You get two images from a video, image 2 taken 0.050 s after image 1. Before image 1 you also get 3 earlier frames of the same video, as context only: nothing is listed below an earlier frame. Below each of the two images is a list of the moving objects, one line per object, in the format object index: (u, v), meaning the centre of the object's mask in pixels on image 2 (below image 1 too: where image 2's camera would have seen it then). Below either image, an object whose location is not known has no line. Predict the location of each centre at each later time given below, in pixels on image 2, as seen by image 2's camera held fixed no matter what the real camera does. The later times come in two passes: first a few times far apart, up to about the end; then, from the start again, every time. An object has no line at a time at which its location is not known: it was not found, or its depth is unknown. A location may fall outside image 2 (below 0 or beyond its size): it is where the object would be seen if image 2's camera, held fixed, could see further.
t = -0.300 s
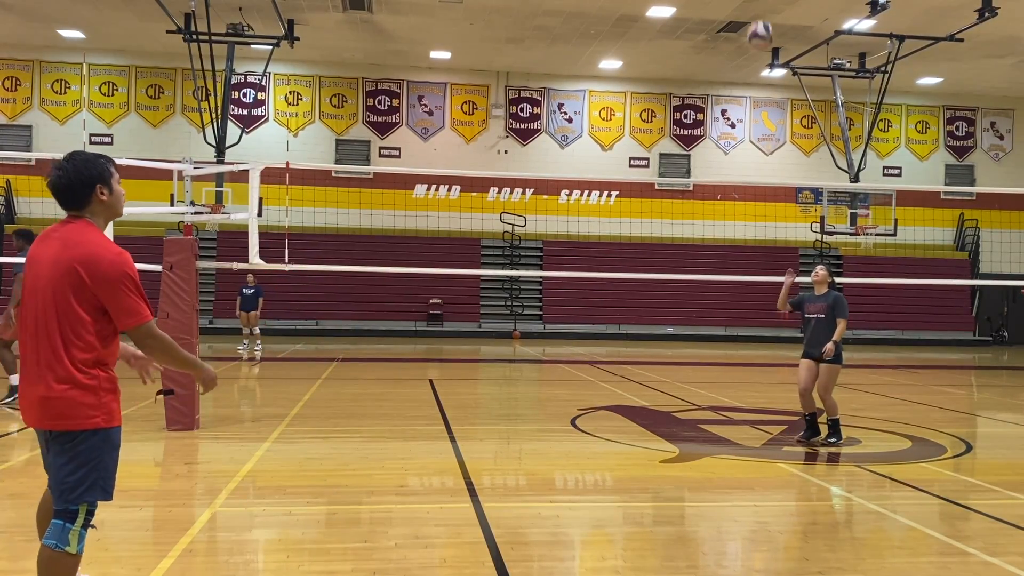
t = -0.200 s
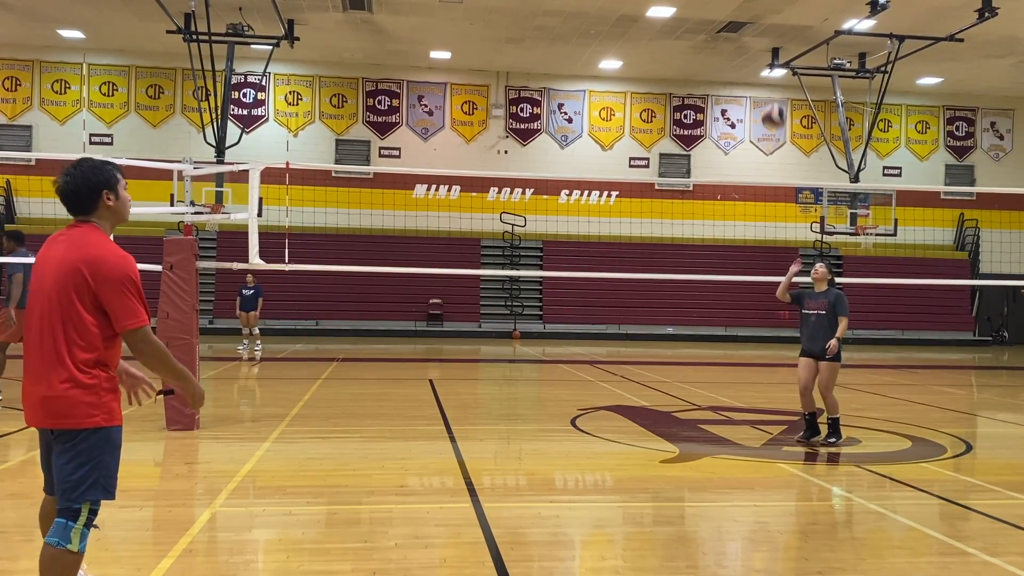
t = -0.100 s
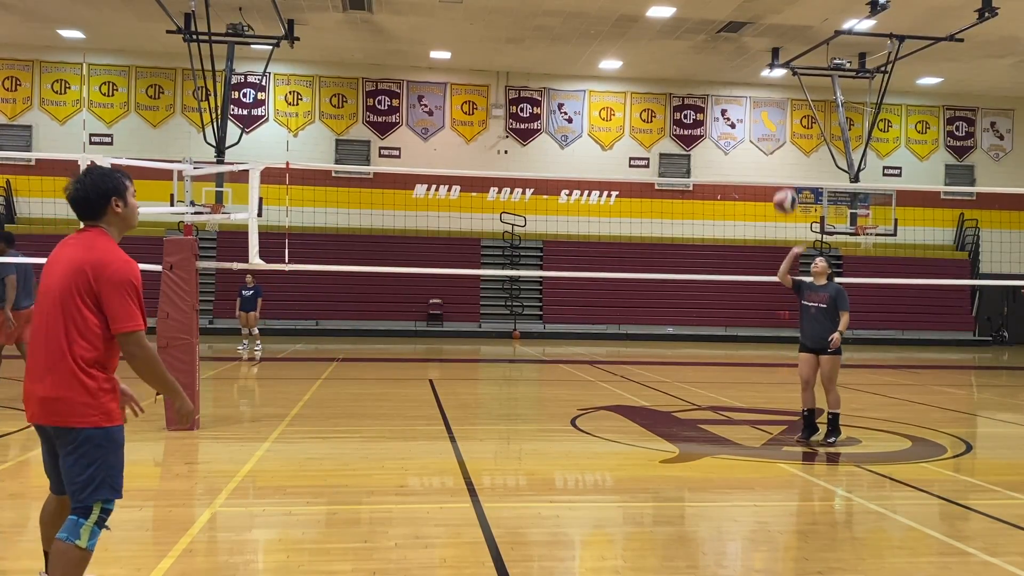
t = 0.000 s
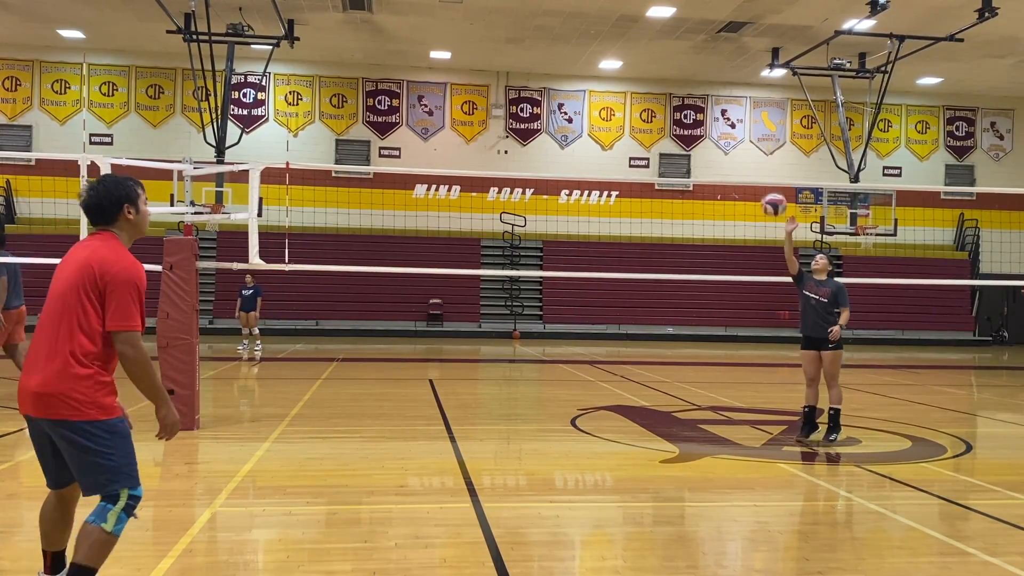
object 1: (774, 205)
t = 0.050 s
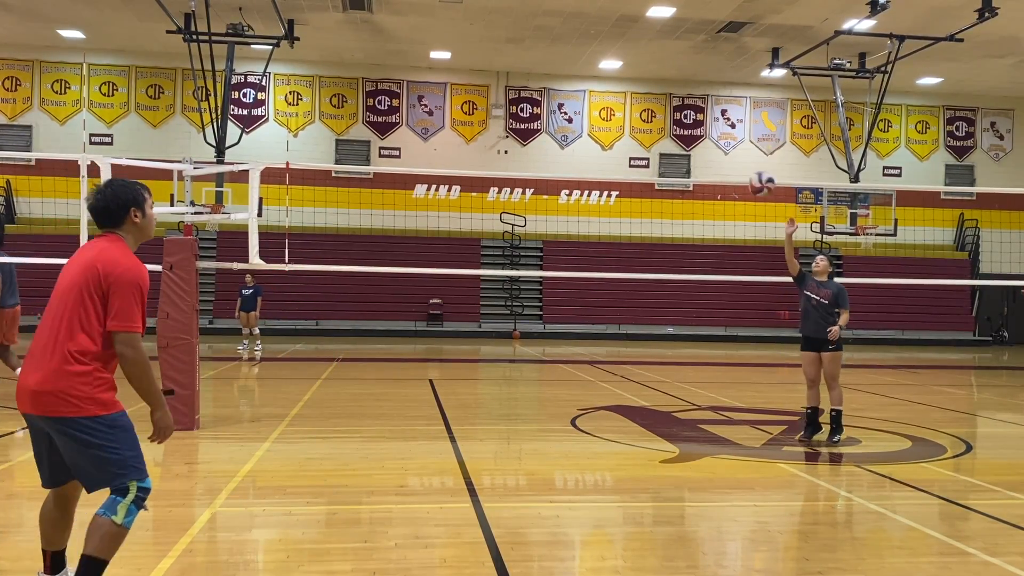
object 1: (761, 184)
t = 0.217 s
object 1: (713, 129)
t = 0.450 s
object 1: (623, 108)
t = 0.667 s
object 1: (508, 173)
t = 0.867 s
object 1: (358, 353)
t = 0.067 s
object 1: (757, 177)
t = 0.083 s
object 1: (752, 171)
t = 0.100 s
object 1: (747, 165)
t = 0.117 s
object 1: (743, 158)
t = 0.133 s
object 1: (738, 153)
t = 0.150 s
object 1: (733, 149)
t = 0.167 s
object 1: (728, 143)
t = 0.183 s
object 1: (724, 139)
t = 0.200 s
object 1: (719, 133)
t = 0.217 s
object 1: (713, 129)
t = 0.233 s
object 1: (707, 125)
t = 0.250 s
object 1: (701, 121)
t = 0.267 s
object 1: (695, 118)
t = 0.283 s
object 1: (689, 115)
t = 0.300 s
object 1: (684, 113)
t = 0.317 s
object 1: (679, 111)
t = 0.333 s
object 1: (671, 109)
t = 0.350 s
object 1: (666, 107)
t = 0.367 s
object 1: (659, 105)
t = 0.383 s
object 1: (652, 105)
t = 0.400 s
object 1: (645, 105)
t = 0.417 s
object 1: (638, 105)
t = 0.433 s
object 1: (631, 106)
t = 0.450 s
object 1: (623, 108)
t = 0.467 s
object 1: (615, 109)
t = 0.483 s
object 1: (608, 112)
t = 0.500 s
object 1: (600, 114)
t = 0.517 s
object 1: (591, 117)
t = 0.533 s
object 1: (583, 120)
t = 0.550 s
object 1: (574, 125)
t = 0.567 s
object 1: (565, 129)
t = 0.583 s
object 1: (556, 135)
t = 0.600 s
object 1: (547, 141)
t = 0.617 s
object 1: (537, 148)
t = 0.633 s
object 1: (528, 155)
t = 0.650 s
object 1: (518, 164)
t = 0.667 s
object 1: (508, 173)
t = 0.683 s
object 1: (497, 182)
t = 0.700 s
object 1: (486, 193)
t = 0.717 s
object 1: (475, 203)
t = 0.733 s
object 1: (464, 217)
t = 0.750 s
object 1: (453, 230)
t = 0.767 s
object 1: (439, 245)
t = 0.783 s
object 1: (428, 260)
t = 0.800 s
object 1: (414, 277)
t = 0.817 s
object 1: (401, 295)
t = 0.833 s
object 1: (387, 312)
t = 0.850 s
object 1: (373, 332)
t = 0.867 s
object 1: (358, 353)
